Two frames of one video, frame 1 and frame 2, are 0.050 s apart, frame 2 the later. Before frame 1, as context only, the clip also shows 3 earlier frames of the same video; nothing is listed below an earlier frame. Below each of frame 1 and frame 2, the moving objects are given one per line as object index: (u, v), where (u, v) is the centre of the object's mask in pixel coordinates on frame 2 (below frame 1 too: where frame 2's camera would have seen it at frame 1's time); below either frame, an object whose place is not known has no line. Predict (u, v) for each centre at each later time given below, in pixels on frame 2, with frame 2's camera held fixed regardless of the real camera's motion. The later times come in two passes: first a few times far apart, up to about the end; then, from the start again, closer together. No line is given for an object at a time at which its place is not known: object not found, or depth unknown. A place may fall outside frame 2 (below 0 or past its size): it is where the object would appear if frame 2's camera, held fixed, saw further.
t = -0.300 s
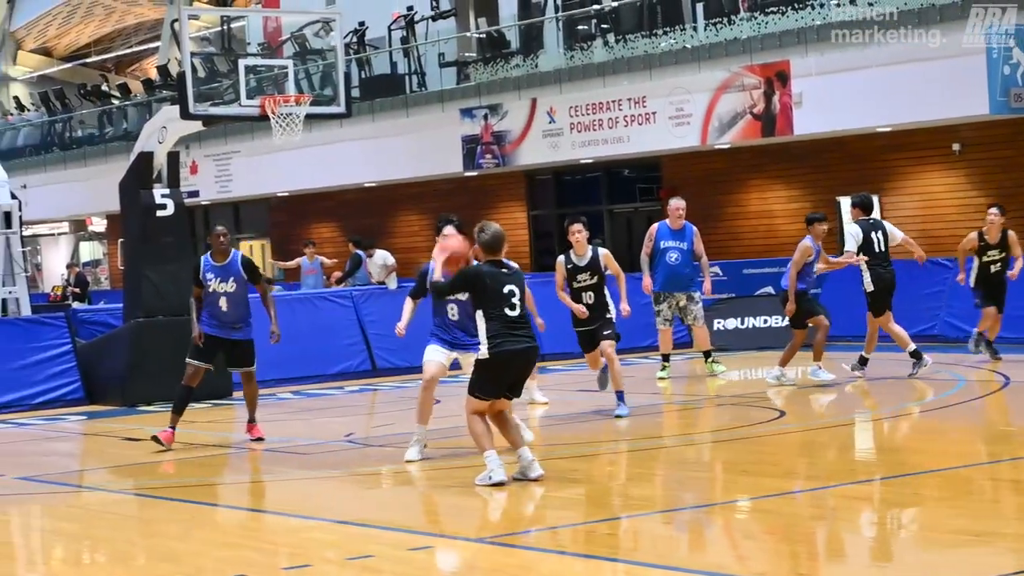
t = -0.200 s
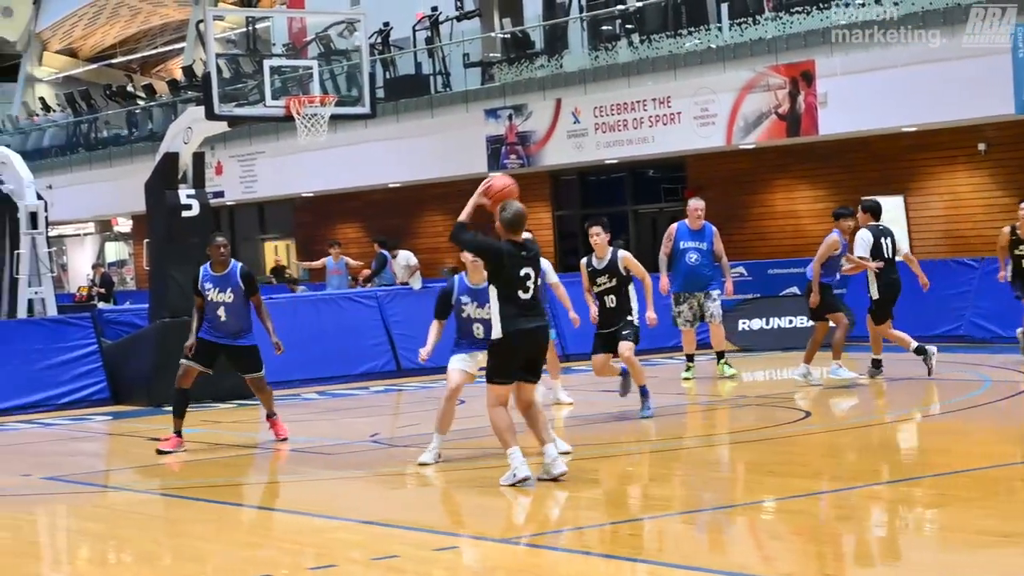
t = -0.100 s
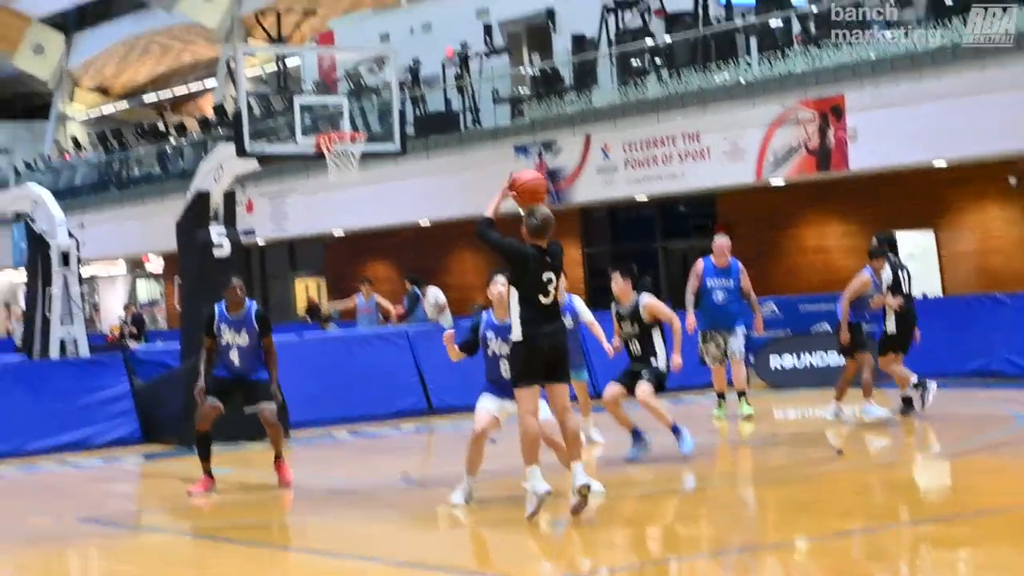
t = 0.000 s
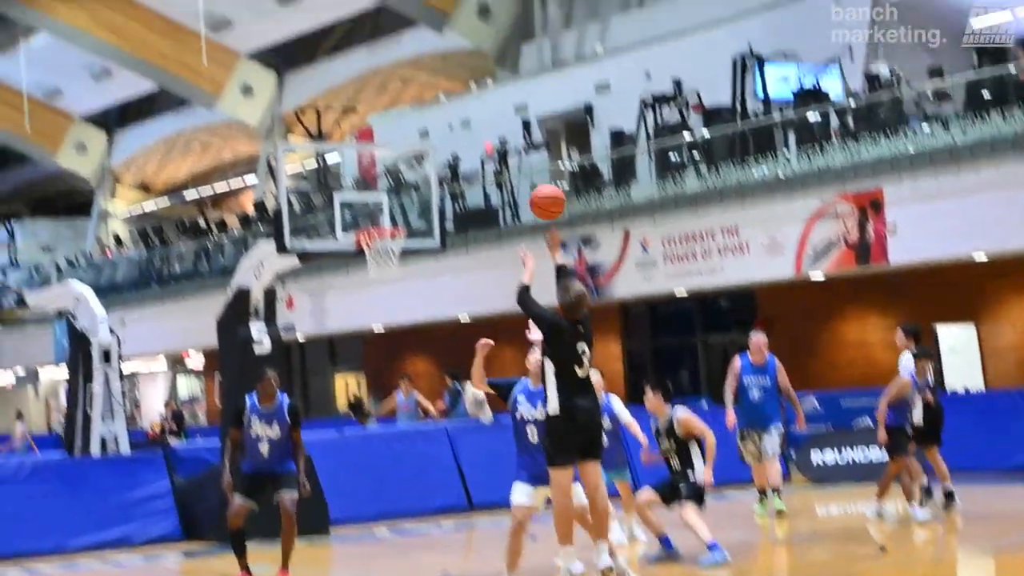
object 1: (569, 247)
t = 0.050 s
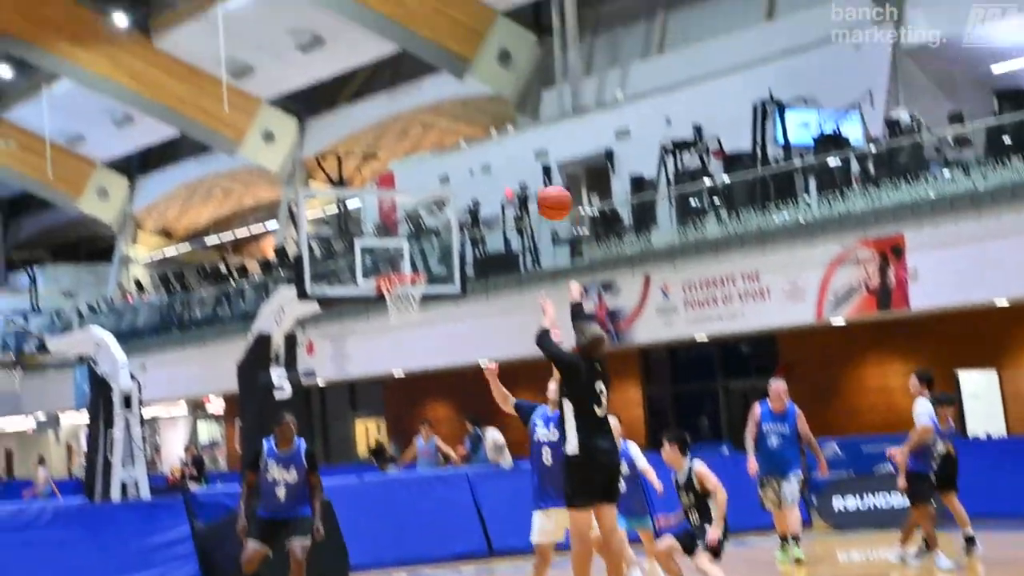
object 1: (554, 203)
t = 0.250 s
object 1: (509, 74)
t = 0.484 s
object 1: (470, 4)
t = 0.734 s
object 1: (440, 8)
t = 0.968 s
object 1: (420, 74)
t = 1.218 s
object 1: (405, 193)
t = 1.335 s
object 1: (402, 263)
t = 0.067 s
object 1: (550, 189)
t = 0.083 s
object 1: (546, 176)
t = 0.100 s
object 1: (541, 164)
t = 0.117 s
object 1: (537, 152)
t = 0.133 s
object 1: (533, 140)
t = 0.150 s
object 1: (529, 129)
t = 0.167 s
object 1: (526, 118)
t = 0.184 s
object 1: (523, 109)
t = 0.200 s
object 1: (519, 99)
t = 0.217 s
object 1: (516, 91)
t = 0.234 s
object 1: (512, 82)
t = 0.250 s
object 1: (509, 74)
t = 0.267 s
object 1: (506, 66)
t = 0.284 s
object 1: (503, 59)
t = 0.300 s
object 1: (500, 52)
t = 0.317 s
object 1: (497, 46)
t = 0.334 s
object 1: (494, 40)
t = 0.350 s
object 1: (491, 34)
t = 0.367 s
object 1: (488, 29)
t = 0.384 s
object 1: (485, 24)
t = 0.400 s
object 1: (483, 20)
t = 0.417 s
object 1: (480, 16)
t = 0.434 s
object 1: (478, 13)
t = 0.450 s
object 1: (476, 10)
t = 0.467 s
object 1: (473, 7)
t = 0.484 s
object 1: (470, 4)
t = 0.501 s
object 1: (468, 2)
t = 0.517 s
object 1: (466, 1)
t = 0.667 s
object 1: (447, 1)
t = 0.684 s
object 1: (445, 3)
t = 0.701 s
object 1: (443, 5)
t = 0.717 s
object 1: (442, 7)
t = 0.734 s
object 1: (440, 8)
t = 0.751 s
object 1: (438, 12)
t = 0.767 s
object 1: (437, 15)
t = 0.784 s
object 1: (435, 19)
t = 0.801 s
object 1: (433, 22)
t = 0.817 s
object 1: (432, 27)
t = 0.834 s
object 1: (430, 31)
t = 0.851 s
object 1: (429, 36)
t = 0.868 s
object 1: (427, 40)
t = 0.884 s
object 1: (426, 45)
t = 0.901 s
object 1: (425, 51)
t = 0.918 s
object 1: (423, 56)
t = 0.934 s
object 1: (422, 62)
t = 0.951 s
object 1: (421, 68)
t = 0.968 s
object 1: (420, 74)
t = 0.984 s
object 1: (418, 81)
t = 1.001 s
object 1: (417, 87)
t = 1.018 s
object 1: (416, 94)
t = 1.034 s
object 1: (415, 101)
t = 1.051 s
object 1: (414, 108)
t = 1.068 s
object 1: (413, 116)
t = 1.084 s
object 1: (412, 123)
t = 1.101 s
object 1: (411, 132)
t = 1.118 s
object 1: (410, 140)
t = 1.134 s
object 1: (409, 148)
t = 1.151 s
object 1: (408, 157)
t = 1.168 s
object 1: (407, 165)
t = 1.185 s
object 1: (406, 174)
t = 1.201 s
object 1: (405, 184)
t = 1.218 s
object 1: (405, 193)
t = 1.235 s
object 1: (405, 202)
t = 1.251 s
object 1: (404, 212)
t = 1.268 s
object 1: (404, 222)
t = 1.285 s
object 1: (404, 231)
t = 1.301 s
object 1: (403, 242)
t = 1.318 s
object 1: (403, 252)
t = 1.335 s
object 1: (402, 263)
